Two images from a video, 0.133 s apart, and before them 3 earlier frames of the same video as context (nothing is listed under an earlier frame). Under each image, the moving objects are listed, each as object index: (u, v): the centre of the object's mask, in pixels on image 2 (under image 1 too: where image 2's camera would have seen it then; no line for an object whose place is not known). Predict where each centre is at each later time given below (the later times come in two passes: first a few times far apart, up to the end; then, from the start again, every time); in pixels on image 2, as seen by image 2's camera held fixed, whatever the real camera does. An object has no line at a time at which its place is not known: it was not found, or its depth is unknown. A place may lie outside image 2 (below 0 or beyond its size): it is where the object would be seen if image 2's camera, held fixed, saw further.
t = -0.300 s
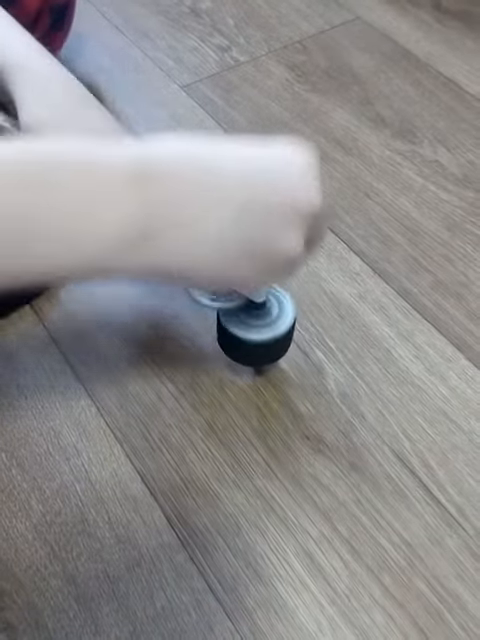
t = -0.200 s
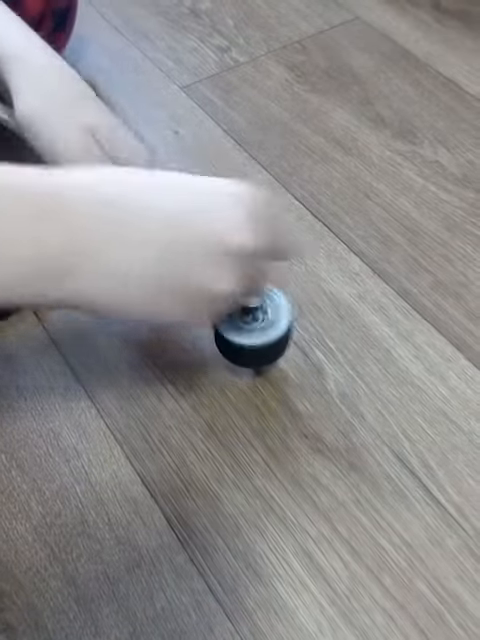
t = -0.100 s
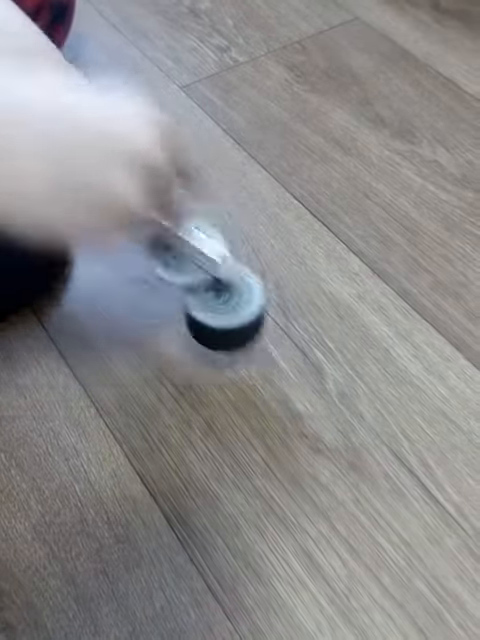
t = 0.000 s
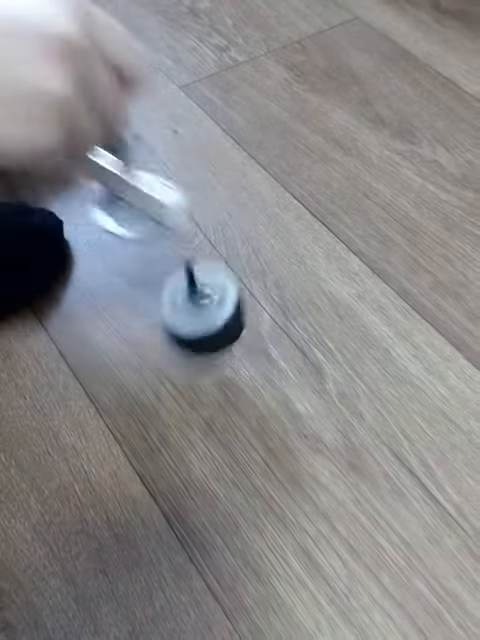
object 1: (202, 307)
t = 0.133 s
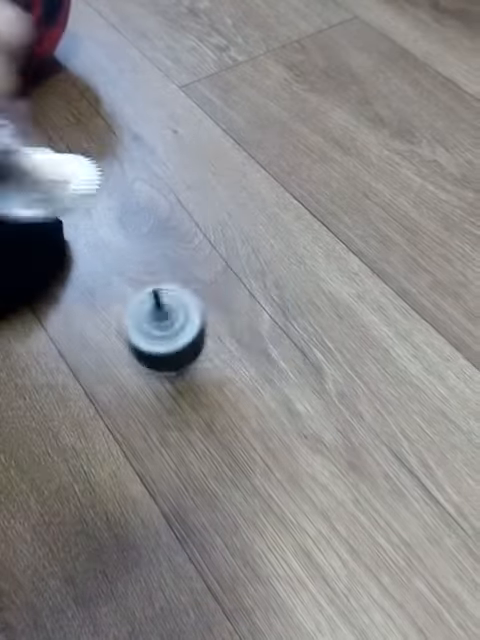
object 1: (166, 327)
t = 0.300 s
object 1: (155, 345)
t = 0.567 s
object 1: (230, 378)
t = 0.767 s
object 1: (231, 374)
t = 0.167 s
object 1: (159, 330)
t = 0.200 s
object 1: (154, 333)
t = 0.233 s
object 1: (151, 336)
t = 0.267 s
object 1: (151, 341)
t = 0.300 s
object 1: (155, 345)
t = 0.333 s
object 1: (162, 348)
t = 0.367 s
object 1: (168, 349)
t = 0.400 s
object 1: (178, 354)
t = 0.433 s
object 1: (194, 354)
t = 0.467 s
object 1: (210, 359)
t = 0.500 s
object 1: (226, 371)
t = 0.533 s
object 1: (233, 376)
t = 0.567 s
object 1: (230, 378)
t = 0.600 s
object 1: (228, 385)
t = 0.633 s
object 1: (233, 387)
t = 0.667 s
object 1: (236, 382)
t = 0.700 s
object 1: (234, 377)
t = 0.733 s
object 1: (233, 375)
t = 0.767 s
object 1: (231, 374)
